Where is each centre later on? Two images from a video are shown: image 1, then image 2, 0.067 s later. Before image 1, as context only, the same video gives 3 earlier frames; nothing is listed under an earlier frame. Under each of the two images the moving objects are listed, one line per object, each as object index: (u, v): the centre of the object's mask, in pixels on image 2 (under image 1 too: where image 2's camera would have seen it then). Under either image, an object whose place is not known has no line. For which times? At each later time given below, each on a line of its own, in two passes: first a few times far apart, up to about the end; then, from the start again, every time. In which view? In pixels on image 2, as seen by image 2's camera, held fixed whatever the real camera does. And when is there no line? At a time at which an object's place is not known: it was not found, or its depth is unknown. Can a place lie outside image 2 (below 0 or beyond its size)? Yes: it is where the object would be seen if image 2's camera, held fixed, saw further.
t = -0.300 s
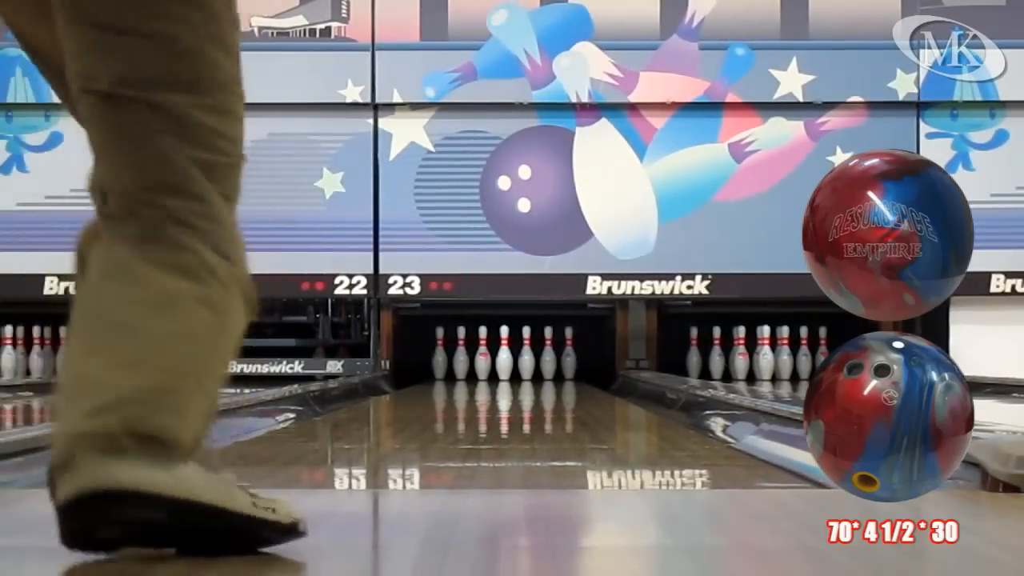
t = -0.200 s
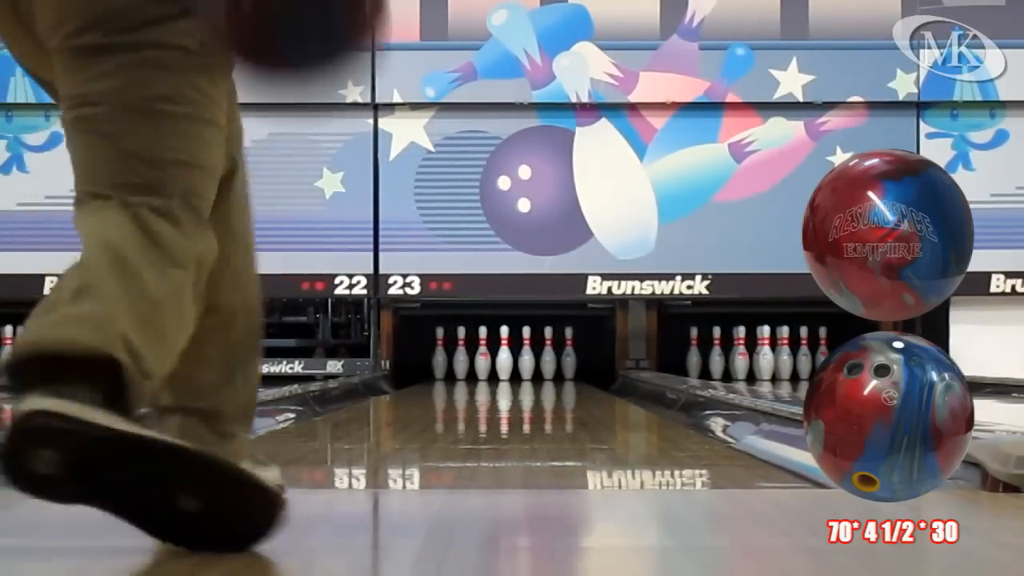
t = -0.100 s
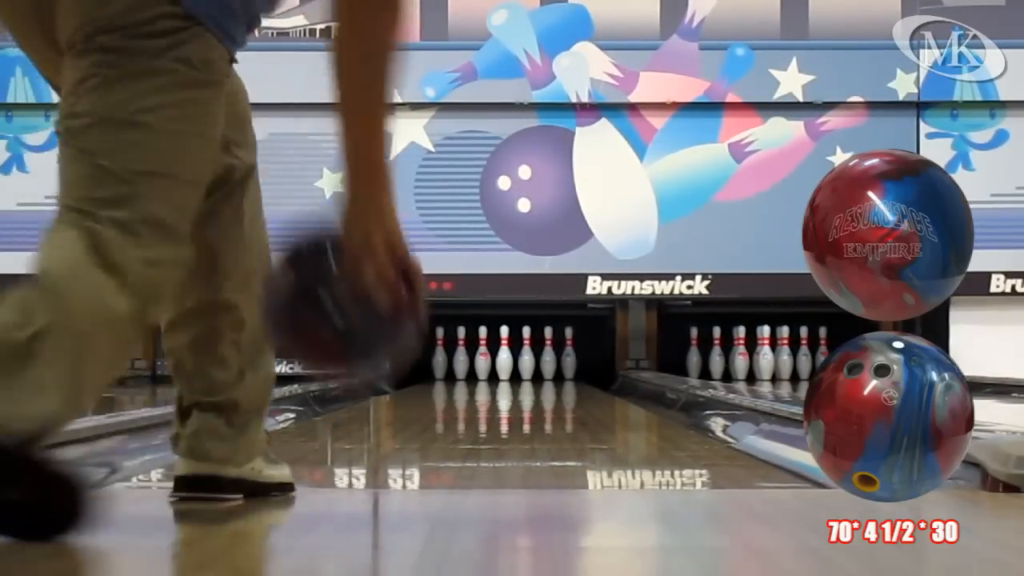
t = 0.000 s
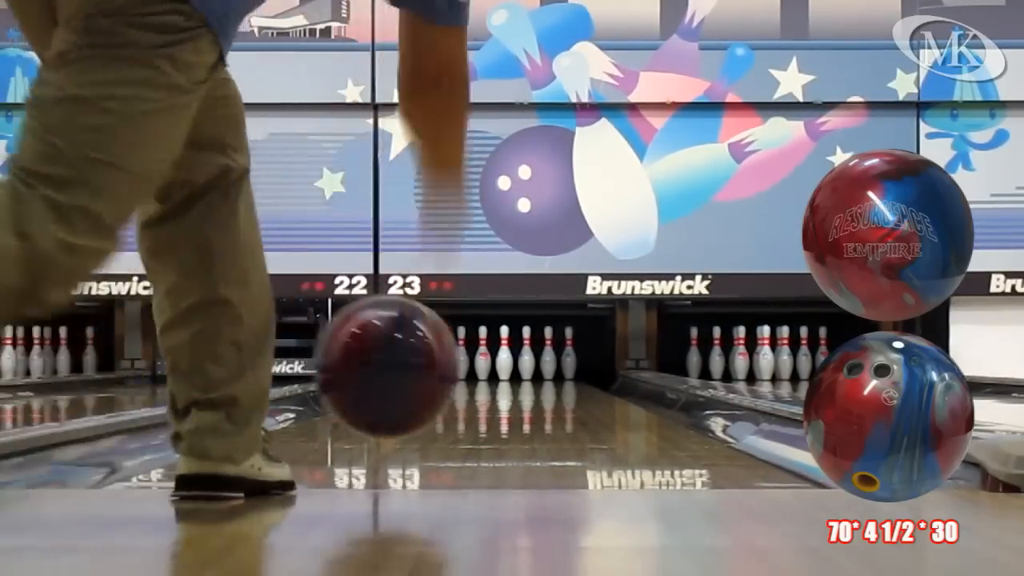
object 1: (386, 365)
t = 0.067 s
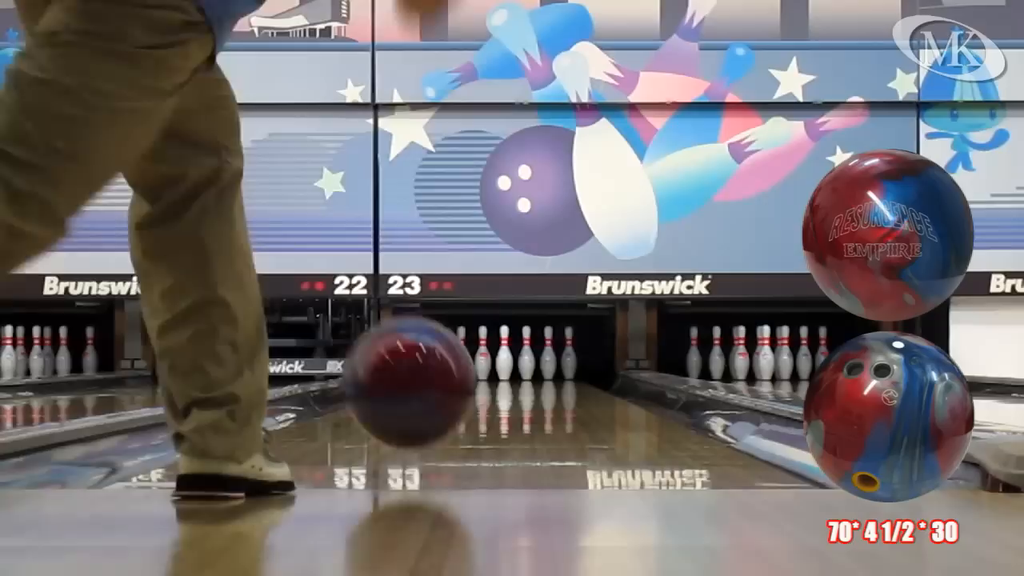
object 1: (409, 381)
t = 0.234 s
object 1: (452, 396)
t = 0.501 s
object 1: (496, 387)
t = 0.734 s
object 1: (518, 382)
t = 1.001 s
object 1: (535, 377)
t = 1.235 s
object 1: (544, 373)
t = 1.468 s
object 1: (550, 372)
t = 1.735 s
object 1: (554, 370)
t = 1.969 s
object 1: (554, 369)
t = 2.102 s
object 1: (552, 368)
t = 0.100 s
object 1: (419, 397)
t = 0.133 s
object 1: (428, 398)
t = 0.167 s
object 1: (437, 394)
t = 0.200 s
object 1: (444, 397)
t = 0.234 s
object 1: (452, 396)
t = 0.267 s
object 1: (459, 395)
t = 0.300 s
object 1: (465, 393)
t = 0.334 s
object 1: (471, 392)
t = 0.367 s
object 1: (476, 391)
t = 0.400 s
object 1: (482, 390)
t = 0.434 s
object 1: (486, 389)
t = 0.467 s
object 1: (491, 388)
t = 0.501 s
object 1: (496, 387)
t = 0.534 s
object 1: (499, 386)
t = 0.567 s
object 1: (503, 385)
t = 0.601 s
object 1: (506, 384)
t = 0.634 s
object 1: (509, 384)
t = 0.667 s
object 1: (512, 383)
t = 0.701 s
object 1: (515, 382)
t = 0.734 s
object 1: (518, 382)
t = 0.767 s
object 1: (520, 381)
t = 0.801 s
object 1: (523, 381)
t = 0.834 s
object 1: (525, 380)
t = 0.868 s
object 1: (528, 379)
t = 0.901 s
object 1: (530, 379)
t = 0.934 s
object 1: (531, 378)
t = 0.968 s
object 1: (533, 377)
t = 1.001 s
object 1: (535, 377)
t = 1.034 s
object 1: (536, 376)
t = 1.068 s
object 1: (538, 376)
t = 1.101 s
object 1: (539, 375)
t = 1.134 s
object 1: (540, 375)
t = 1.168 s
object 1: (541, 374)
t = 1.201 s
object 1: (543, 374)
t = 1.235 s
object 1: (544, 373)
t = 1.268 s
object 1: (545, 373)
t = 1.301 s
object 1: (546, 373)
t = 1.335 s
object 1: (547, 373)
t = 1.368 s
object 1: (548, 372)
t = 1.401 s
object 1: (549, 372)
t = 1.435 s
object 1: (549, 372)
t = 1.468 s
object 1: (550, 372)
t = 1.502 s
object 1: (551, 371)
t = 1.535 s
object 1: (551, 372)
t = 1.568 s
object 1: (552, 371)
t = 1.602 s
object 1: (553, 371)
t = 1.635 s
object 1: (553, 371)
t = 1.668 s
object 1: (553, 371)
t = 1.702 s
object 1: (553, 370)
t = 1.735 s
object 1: (554, 370)
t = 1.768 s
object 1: (554, 370)
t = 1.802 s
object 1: (554, 370)
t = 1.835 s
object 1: (554, 369)
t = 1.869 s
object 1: (554, 369)
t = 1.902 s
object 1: (554, 369)
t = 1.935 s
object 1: (554, 369)
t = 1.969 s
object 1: (554, 369)
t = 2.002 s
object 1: (554, 369)
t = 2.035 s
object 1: (553, 368)
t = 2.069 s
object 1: (552, 368)
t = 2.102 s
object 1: (552, 368)
